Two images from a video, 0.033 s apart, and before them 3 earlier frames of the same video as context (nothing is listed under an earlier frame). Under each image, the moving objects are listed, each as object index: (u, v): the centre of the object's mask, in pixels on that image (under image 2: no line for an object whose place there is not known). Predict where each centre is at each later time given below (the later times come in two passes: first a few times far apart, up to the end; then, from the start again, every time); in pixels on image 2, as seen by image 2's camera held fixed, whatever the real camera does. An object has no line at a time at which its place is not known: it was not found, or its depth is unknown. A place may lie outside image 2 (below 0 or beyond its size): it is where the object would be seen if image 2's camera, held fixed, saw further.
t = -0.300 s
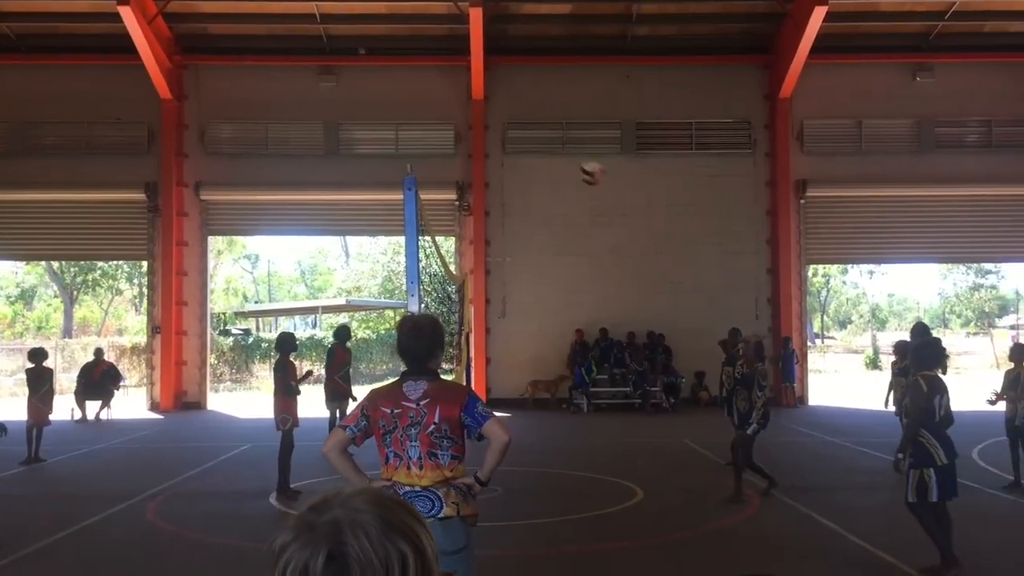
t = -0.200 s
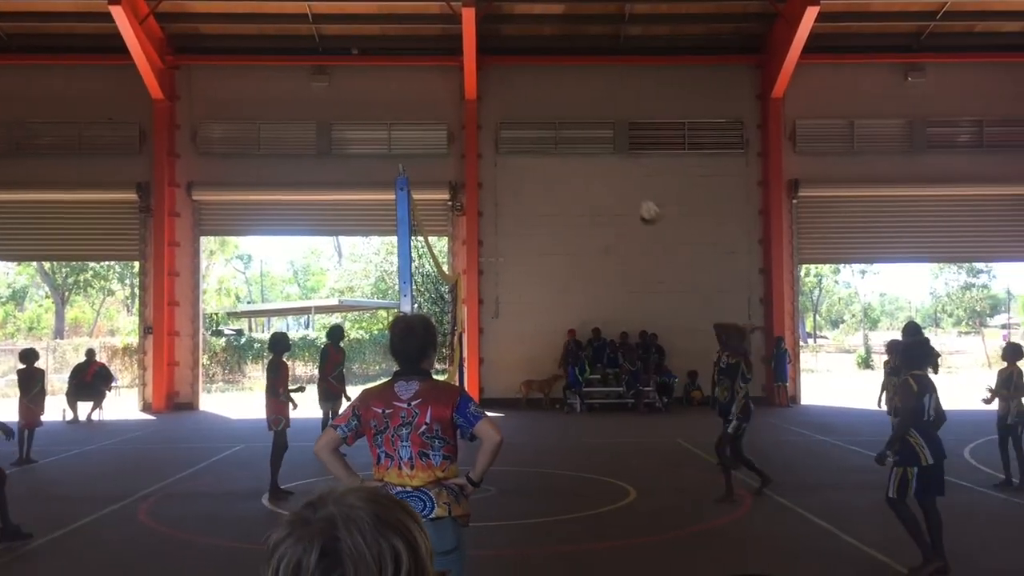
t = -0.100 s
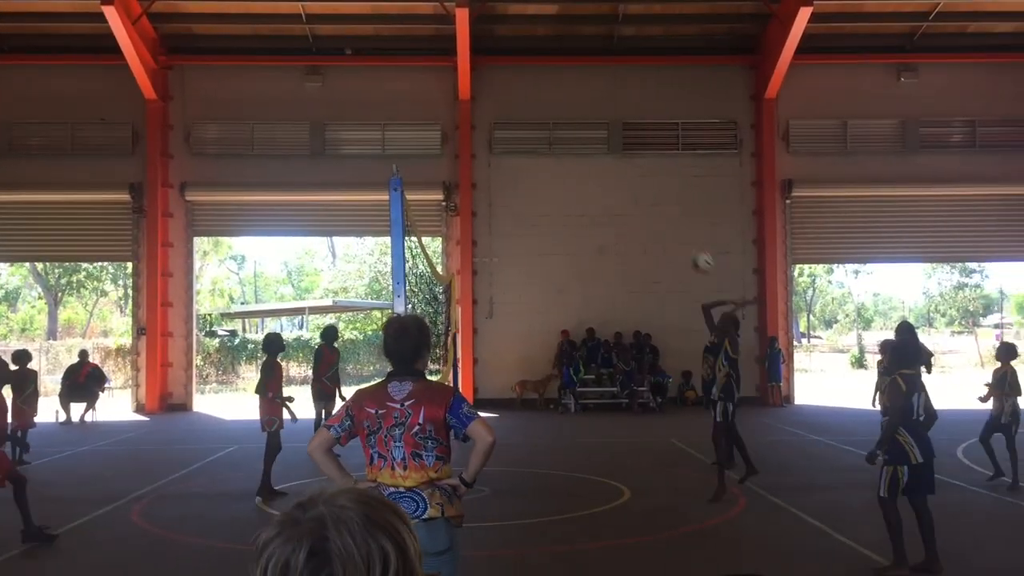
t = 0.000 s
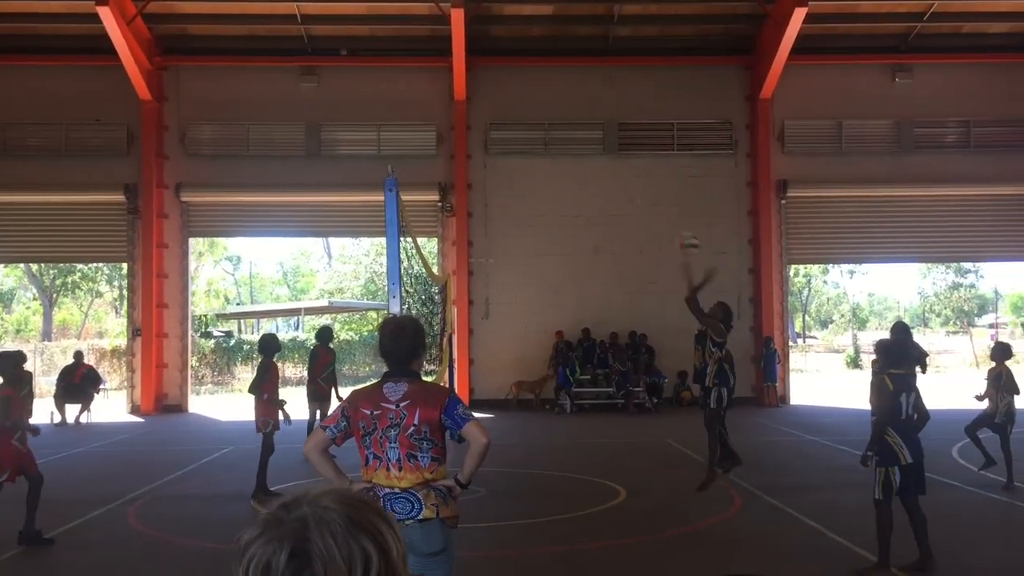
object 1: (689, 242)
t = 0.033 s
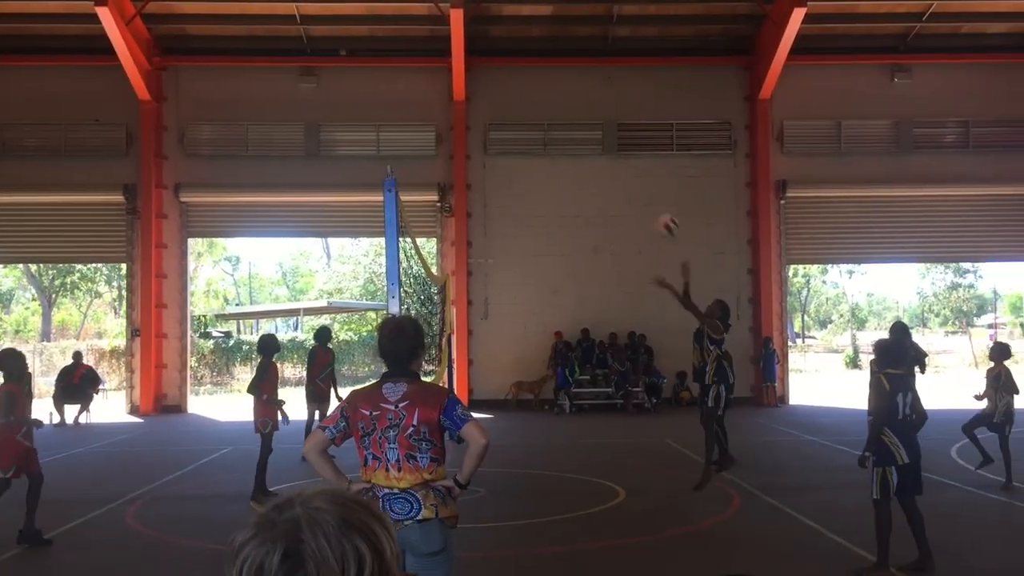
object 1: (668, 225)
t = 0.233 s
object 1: (548, 134)
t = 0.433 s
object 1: (429, 75)
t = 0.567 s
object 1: (344, 57)
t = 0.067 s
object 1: (647, 208)
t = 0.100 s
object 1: (627, 191)
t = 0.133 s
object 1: (608, 176)
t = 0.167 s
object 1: (588, 159)
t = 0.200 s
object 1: (569, 146)
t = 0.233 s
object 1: (548, 134)
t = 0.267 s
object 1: (530, 119)
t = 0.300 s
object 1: (510, 110)
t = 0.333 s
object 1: (491, 100)
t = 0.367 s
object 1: (470, 91)
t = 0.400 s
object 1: (449, 84)
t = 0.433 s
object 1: (429, 75)
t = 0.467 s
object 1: (407, 68)
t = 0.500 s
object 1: (387, 64)
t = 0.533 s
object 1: (365, 60)
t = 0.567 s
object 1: (344, 57)
